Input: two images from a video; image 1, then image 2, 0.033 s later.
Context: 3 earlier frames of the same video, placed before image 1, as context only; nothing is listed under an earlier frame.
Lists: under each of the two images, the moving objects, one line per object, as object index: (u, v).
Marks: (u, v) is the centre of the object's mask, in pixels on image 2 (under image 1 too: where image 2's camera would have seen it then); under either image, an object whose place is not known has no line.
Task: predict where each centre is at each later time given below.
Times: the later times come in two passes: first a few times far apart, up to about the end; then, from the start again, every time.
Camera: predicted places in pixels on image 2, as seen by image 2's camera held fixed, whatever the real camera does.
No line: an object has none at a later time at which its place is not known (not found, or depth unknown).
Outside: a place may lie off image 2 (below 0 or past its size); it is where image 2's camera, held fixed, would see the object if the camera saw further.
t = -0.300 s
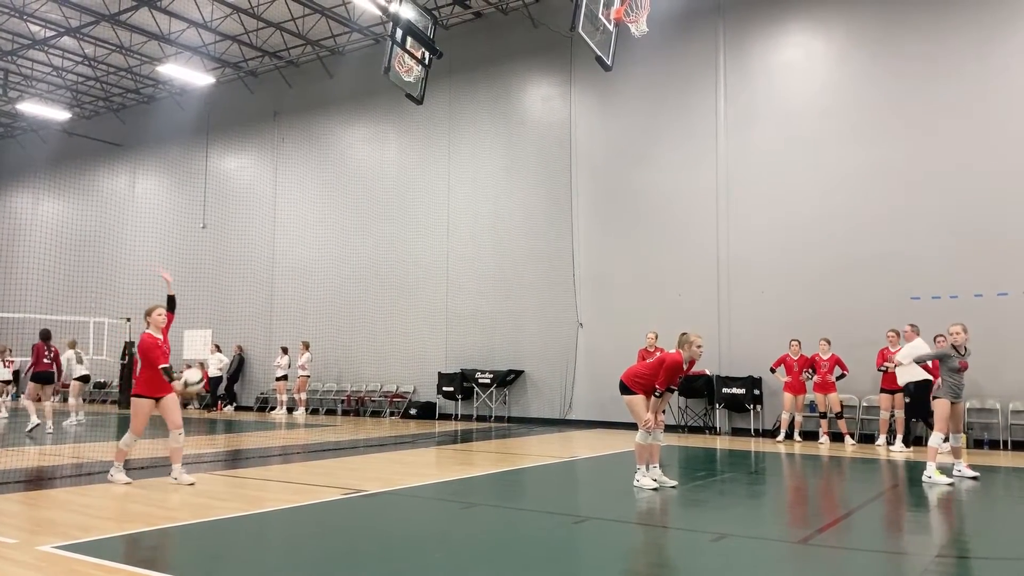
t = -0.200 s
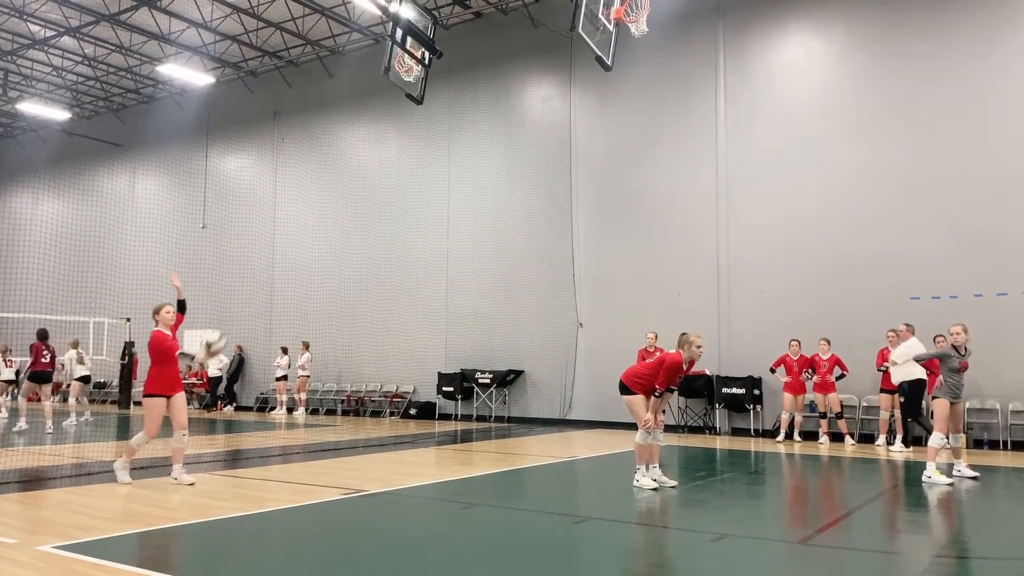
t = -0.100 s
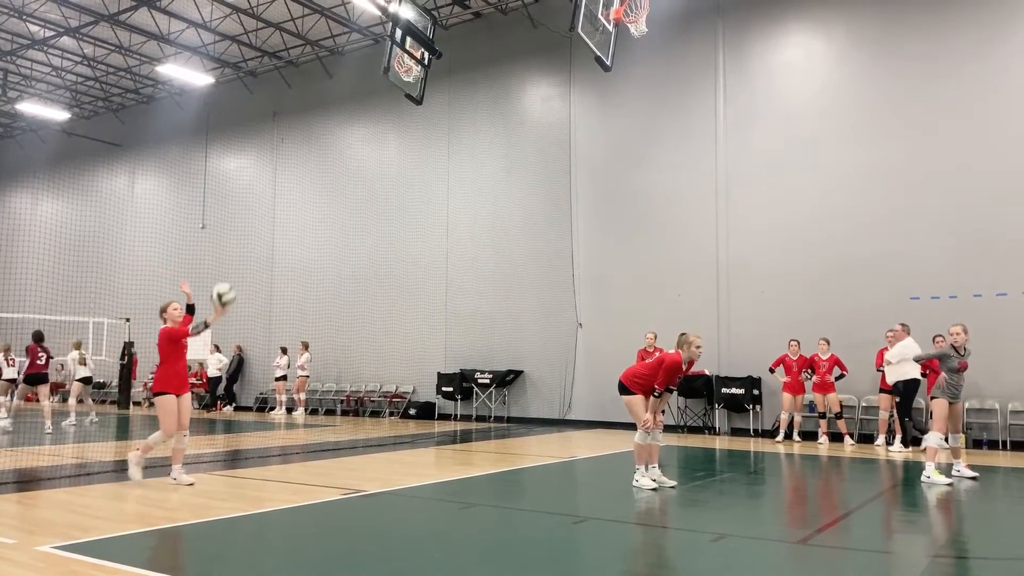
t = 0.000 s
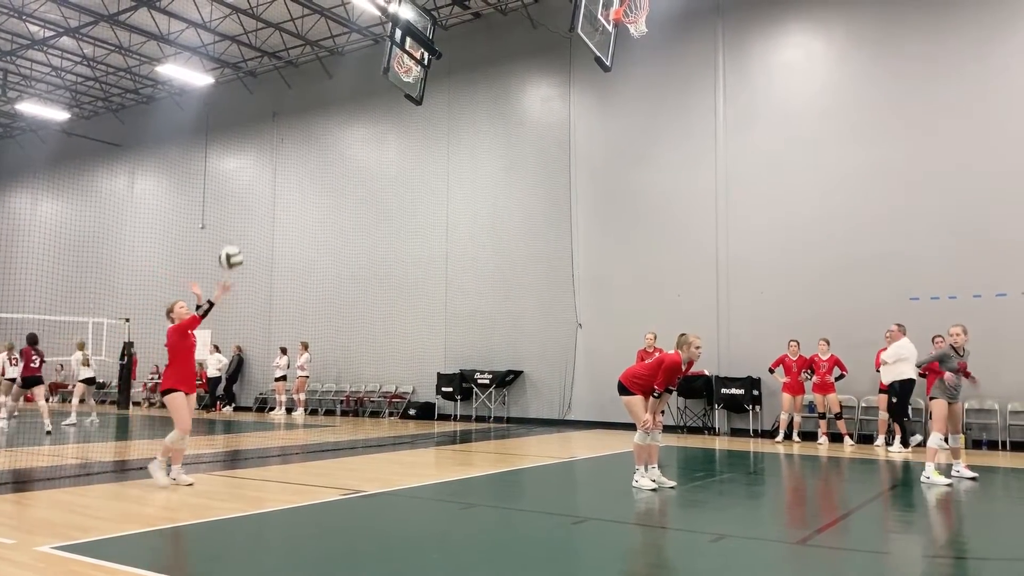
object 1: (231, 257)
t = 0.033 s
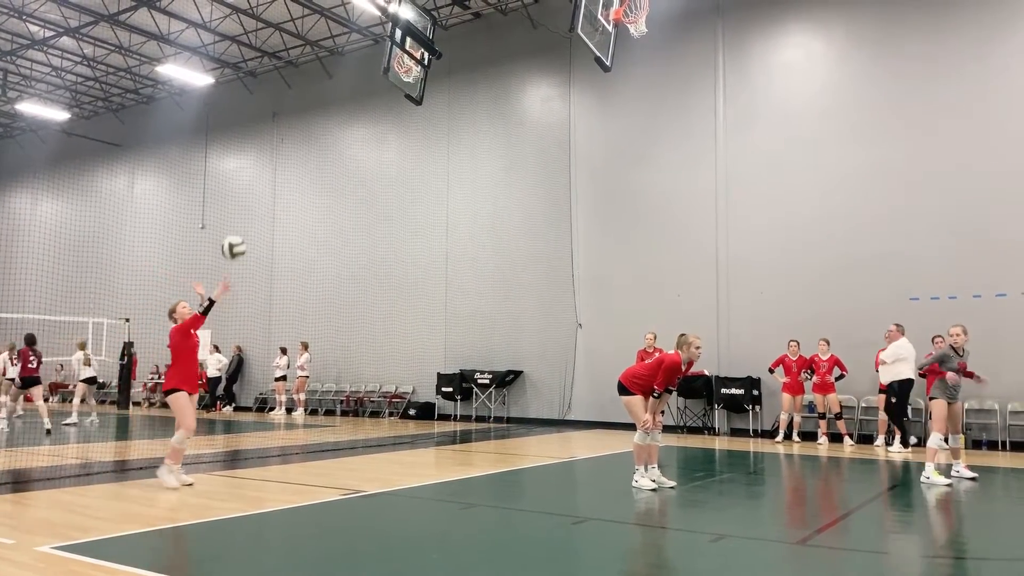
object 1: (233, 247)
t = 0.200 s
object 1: (244, 215)
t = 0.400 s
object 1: (255, 216)
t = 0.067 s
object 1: (235, 238)
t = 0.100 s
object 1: (238, 231)
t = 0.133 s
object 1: (240, 224)
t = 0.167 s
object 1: (242, 220)
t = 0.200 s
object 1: (244, 215)
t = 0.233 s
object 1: (246, 213)
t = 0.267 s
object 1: (248, 211)
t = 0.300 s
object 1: (250, 210)
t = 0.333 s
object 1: (251, 211)
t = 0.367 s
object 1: (253, 213)
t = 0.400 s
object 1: (255, 216)
